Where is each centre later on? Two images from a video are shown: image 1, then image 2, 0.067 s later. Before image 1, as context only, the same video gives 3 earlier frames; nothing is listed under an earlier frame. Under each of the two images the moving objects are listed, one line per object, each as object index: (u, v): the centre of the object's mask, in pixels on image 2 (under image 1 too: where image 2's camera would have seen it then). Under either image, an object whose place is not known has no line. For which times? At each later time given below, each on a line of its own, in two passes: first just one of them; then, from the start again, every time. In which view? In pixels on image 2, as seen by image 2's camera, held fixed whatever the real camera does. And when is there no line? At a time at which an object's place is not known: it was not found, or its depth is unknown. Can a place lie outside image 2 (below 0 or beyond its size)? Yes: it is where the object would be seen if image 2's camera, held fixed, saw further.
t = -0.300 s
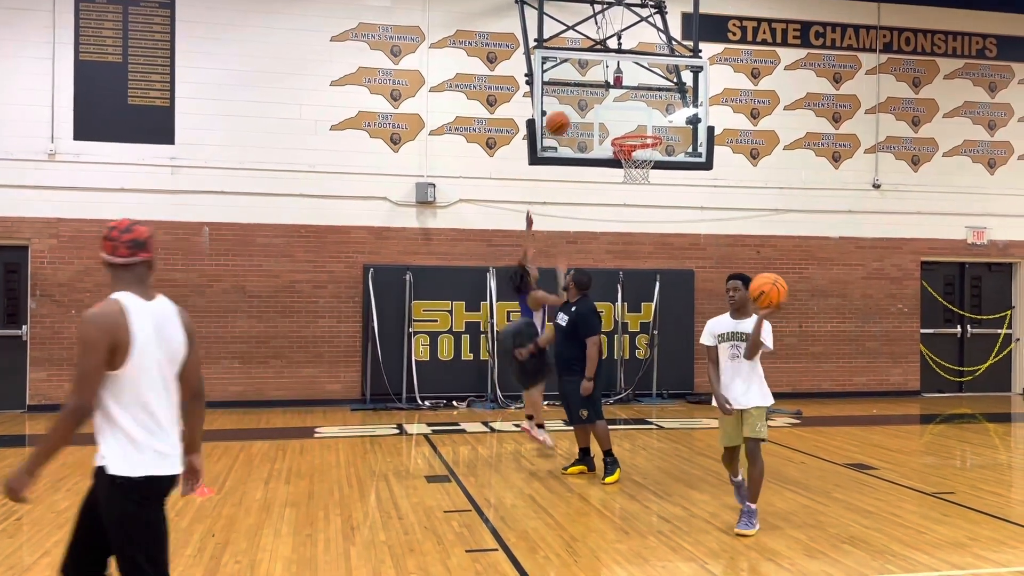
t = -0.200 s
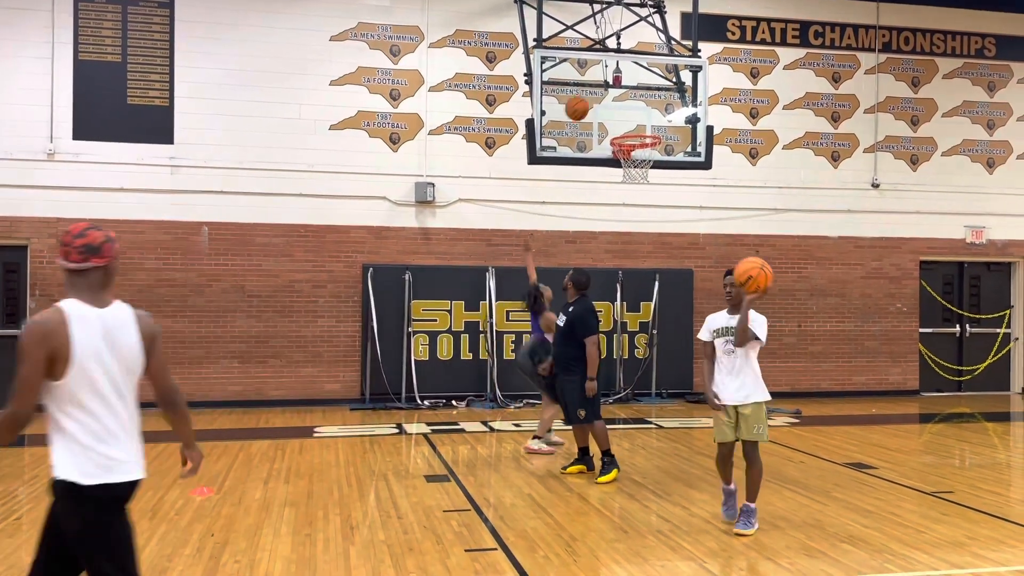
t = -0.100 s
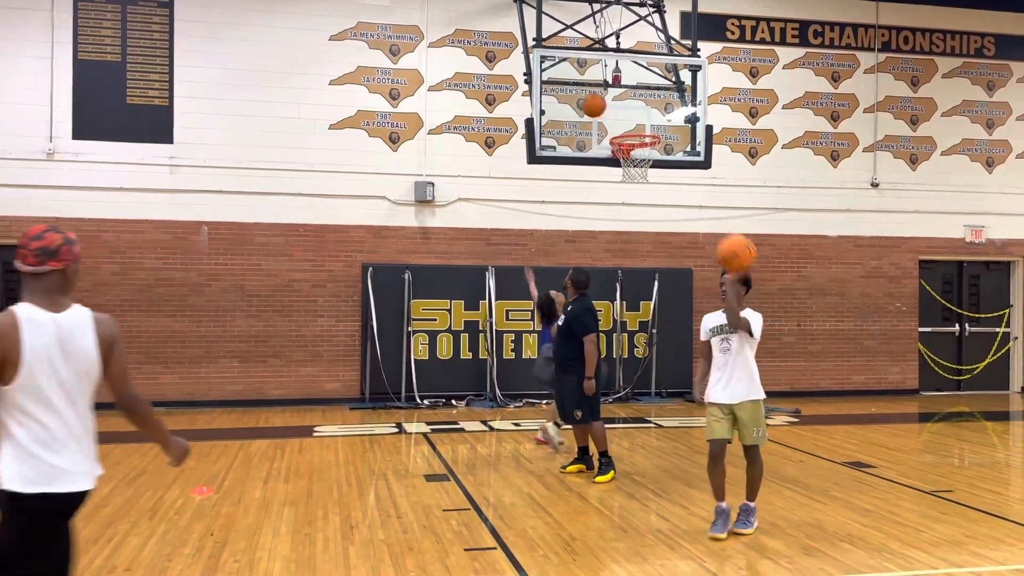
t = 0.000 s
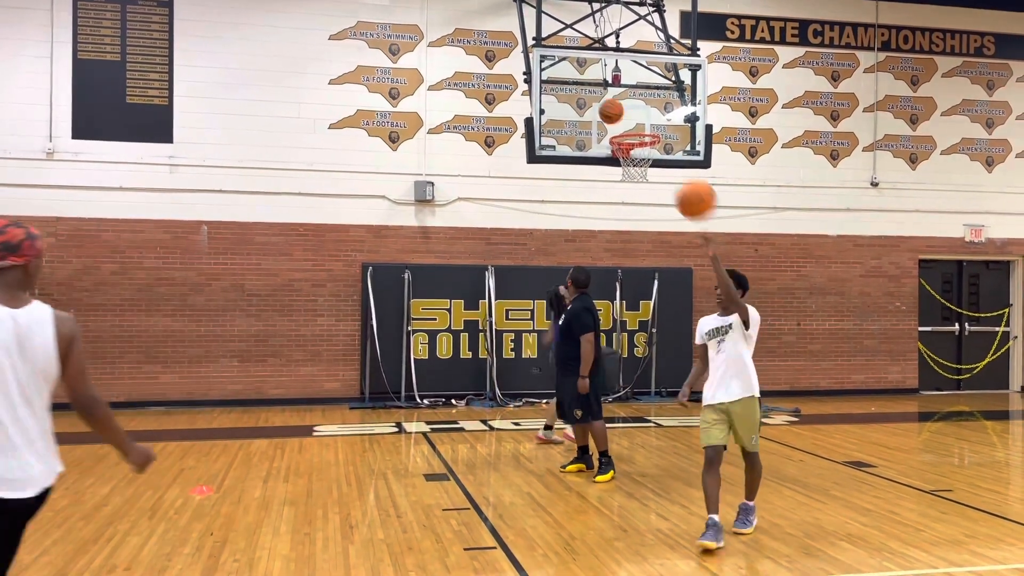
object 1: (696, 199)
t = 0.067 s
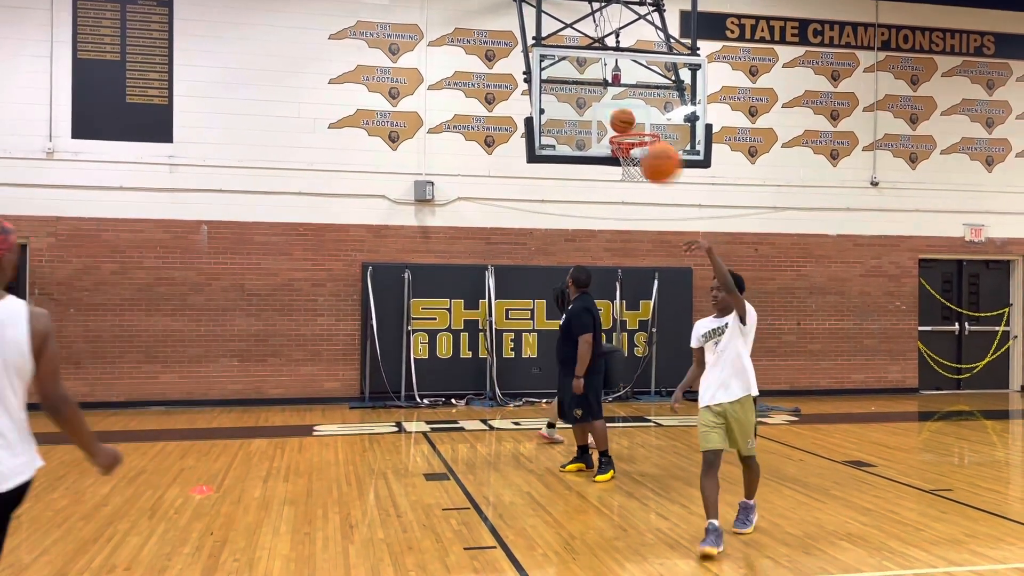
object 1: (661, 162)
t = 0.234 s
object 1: (561, 96)
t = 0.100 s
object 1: (643, 148)
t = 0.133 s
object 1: (625, 133)
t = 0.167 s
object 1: (602, 118)
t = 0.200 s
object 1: (582, 106)
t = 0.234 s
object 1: (561, 96)
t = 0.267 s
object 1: (540, 88)
